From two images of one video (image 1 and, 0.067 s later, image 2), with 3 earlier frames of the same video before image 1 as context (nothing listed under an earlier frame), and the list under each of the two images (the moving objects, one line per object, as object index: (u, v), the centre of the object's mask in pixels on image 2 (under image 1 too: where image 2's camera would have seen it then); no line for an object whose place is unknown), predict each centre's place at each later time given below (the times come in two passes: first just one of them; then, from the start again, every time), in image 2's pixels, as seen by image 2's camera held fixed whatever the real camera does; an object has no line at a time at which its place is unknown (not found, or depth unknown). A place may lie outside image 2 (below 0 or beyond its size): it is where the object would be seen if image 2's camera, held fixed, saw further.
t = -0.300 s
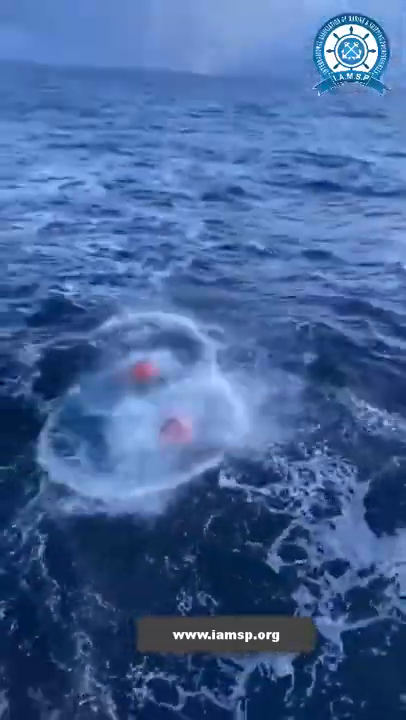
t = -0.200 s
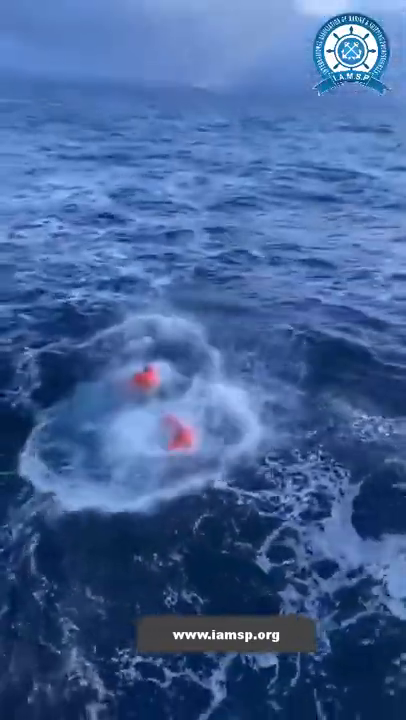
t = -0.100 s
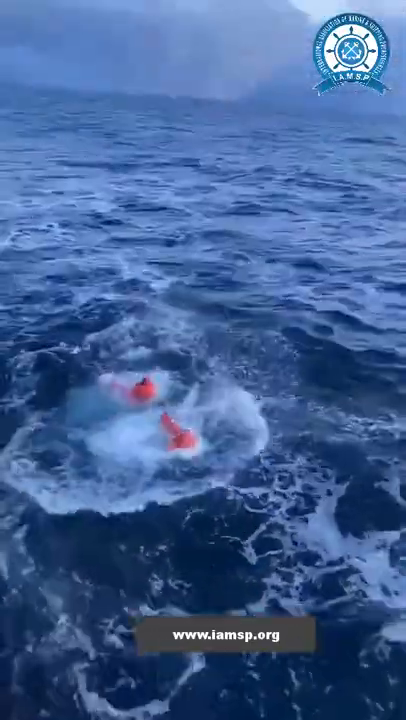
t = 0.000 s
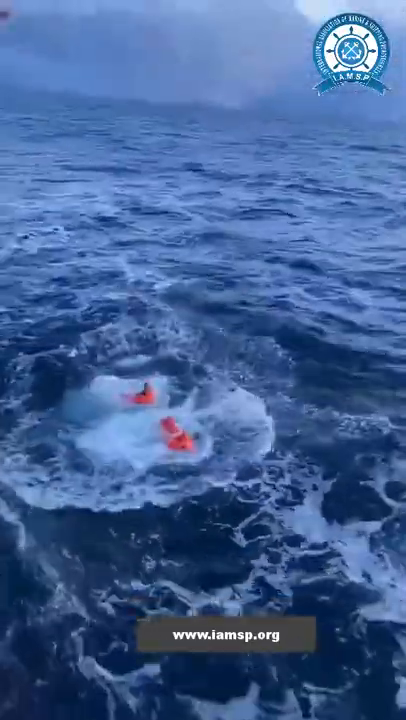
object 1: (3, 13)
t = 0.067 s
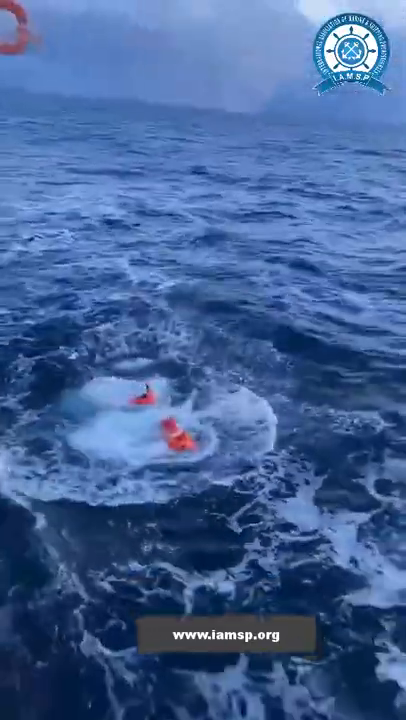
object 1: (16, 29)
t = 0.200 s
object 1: (69, 75)
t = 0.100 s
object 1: (26, 33)
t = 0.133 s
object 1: (29, 44)
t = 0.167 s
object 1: (49, 58)
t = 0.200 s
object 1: (69, 75)
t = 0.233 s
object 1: (87, 95)
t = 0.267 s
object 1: (104, 117)
